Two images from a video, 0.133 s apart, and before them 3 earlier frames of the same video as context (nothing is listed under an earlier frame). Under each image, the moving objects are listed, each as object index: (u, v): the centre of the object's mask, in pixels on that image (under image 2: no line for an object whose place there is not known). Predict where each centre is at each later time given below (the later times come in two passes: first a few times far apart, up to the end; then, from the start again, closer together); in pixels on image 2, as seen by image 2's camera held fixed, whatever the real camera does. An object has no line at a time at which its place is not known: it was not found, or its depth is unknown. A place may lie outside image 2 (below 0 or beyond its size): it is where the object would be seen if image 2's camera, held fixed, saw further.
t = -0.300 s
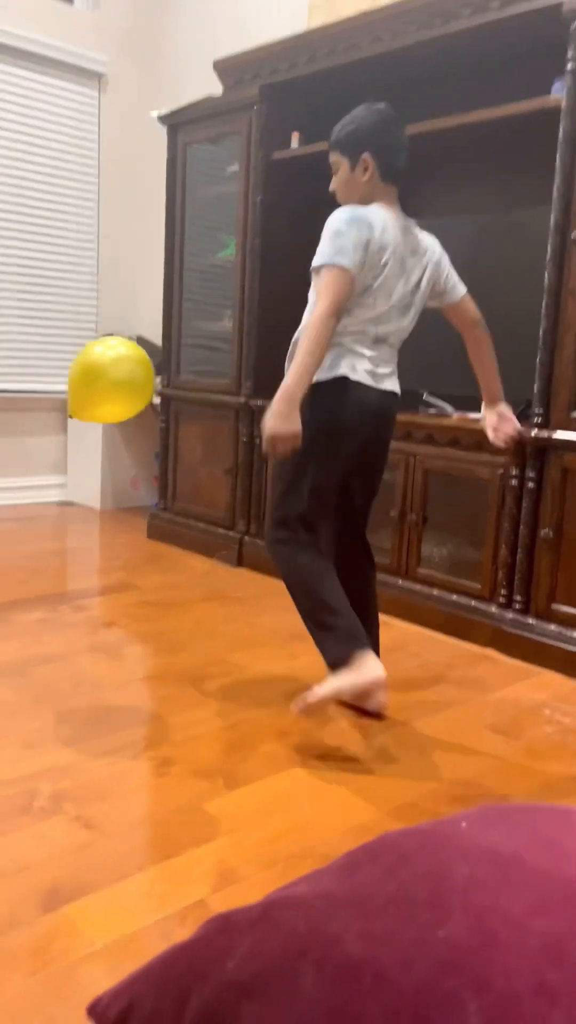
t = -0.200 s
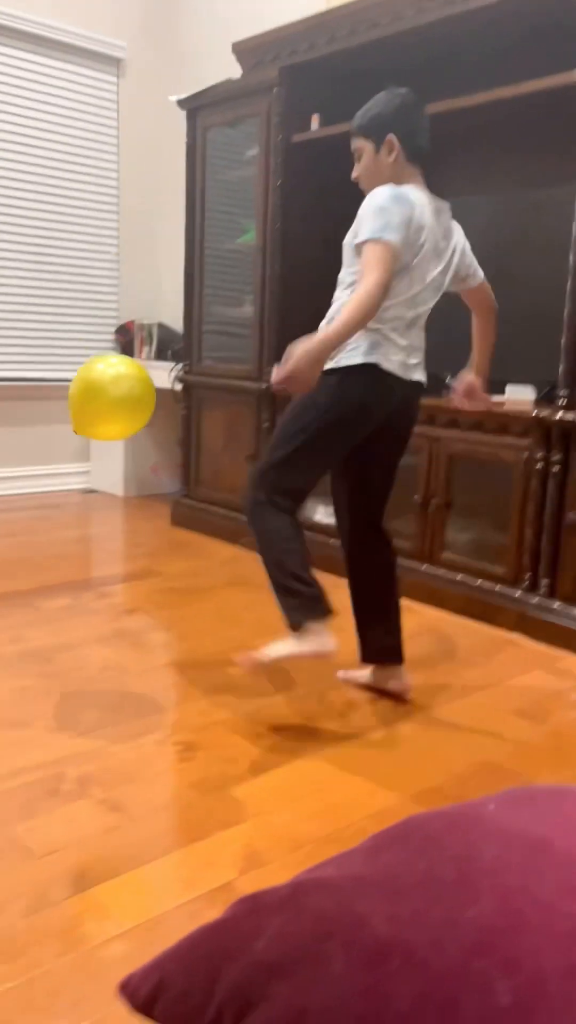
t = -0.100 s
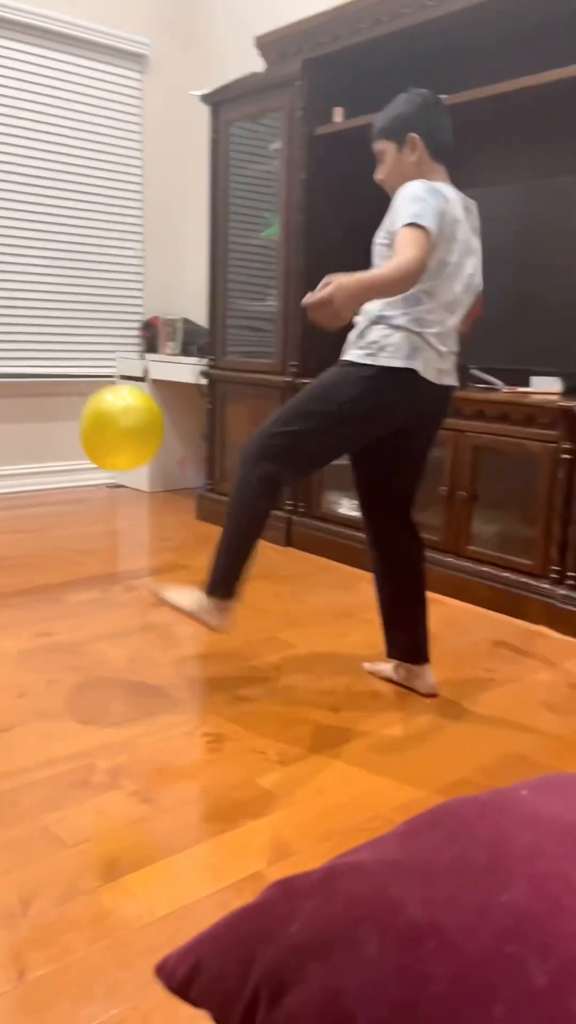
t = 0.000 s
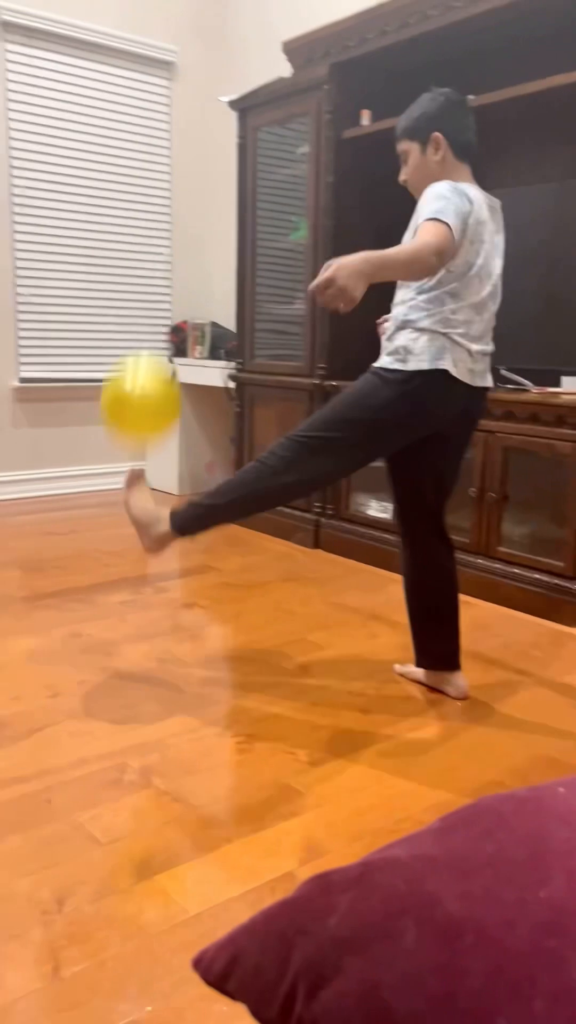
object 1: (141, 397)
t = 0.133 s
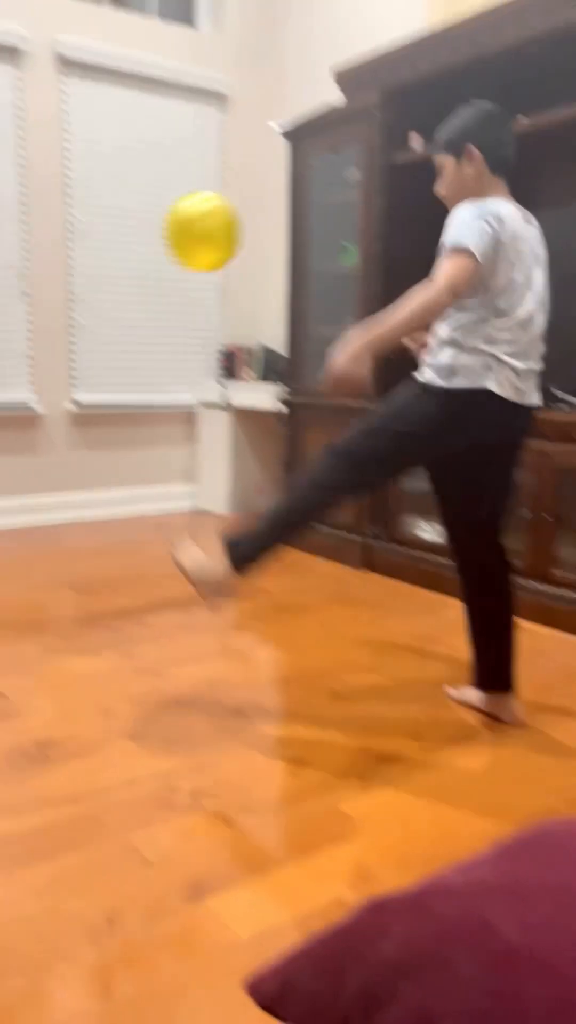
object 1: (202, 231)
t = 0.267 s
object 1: (227, 142)
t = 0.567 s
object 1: (259, 88)
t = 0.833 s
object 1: (241, 113)
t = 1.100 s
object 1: (217, 149)
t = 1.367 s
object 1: (196, 212)
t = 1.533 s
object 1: (188, 259)
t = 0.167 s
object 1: (208, 201)
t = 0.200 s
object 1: (215, 177)
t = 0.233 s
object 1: (221, 158)
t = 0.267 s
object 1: (227, 142)
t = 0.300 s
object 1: (233, 130)
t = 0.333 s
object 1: (237, 119)
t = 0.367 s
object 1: (242, 110)
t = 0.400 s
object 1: (246, 103)
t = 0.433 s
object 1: (250, 96)
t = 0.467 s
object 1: (253, 93)
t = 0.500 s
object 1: (258, 89)
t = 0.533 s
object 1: (257, 88)
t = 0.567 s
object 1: (259, 88)
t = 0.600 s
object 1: (259, 90)
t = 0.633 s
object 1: (259, 92)
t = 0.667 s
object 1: (258, 92)
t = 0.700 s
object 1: (256, 95)
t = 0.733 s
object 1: (254, 99)
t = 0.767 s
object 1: (250, 102)
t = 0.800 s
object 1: (245, 108)
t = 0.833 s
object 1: (241, 113)
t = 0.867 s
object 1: (238, 116)
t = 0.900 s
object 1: (234, 120)
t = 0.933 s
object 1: (231, 124)
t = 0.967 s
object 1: (228, 127)
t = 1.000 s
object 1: (225, 131)
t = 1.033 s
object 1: (222, 137)
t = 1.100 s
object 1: (217, 149)
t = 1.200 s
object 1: (208, 170)
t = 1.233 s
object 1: (206, 178)
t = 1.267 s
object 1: (203, 186)
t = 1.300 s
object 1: (201, 195)
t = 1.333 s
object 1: (198, 203)
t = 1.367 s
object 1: (196, 212)
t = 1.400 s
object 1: (194, 221)
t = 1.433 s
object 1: (192, 230)
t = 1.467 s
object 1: (191, 240)
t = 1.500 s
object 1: (189, 249)
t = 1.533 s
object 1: (188, 259)
